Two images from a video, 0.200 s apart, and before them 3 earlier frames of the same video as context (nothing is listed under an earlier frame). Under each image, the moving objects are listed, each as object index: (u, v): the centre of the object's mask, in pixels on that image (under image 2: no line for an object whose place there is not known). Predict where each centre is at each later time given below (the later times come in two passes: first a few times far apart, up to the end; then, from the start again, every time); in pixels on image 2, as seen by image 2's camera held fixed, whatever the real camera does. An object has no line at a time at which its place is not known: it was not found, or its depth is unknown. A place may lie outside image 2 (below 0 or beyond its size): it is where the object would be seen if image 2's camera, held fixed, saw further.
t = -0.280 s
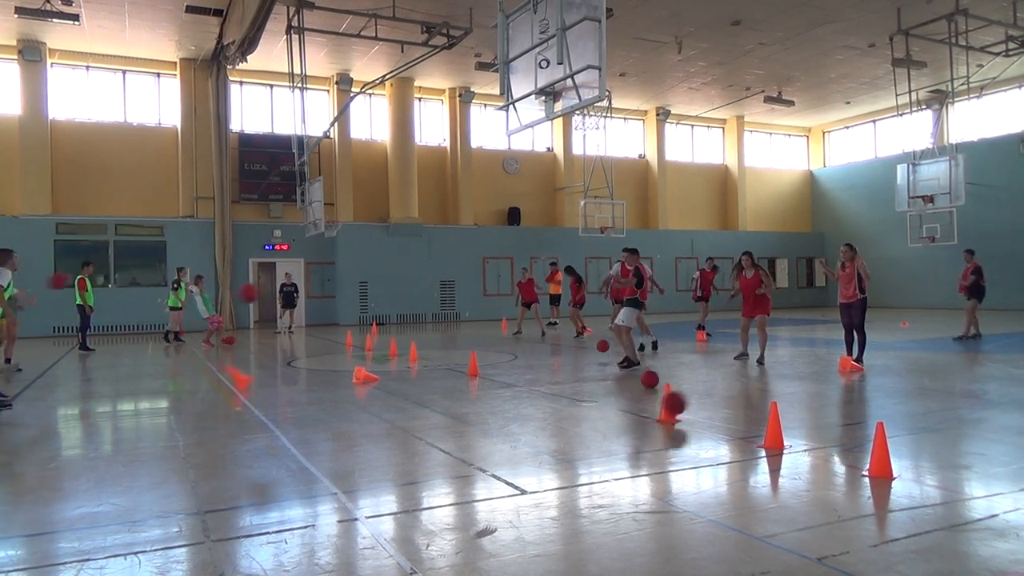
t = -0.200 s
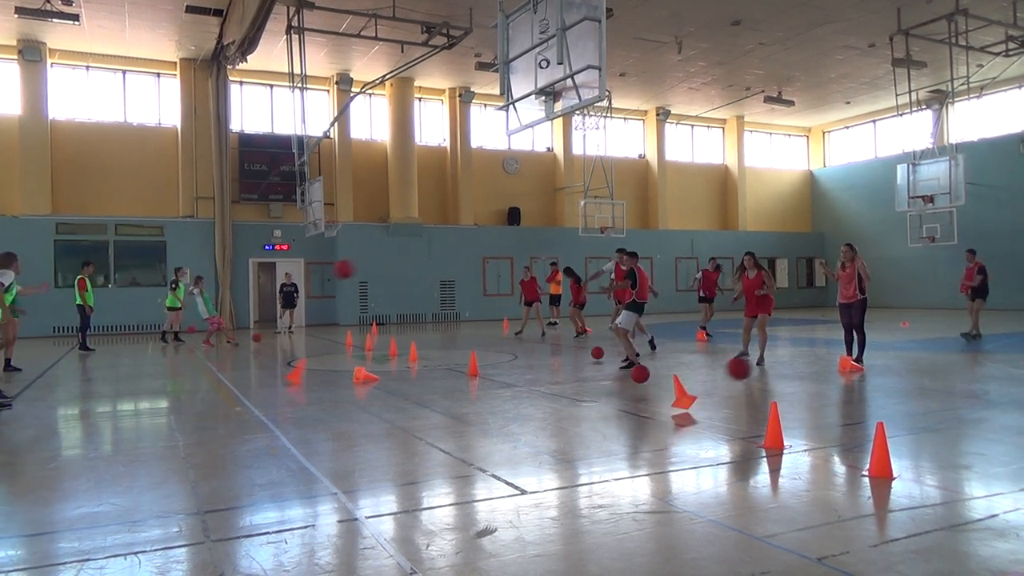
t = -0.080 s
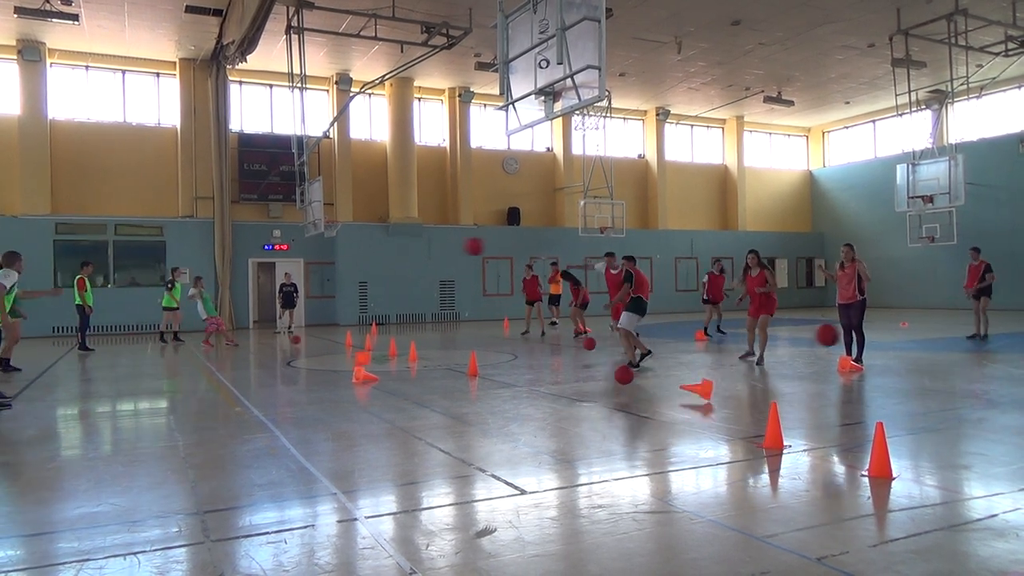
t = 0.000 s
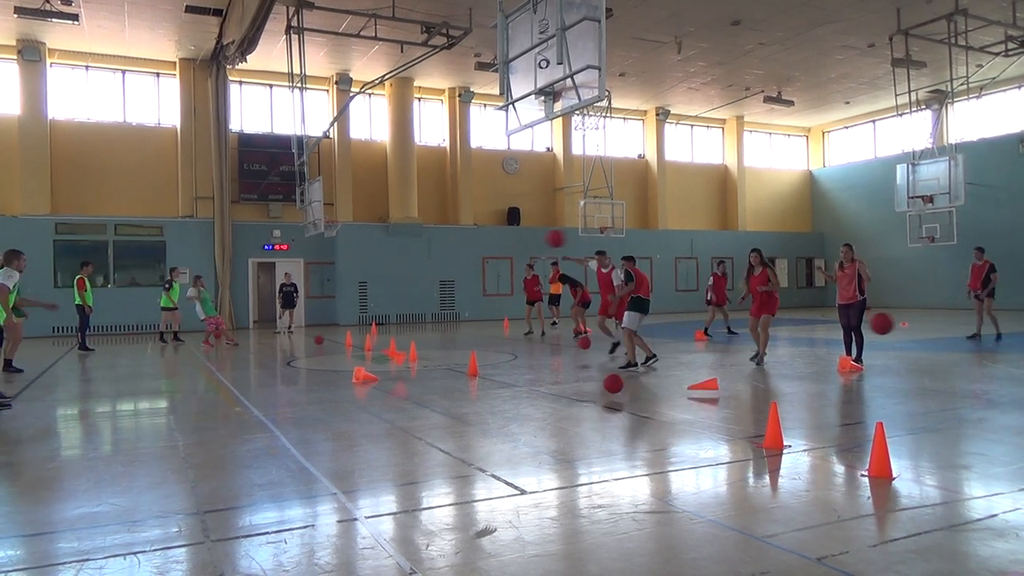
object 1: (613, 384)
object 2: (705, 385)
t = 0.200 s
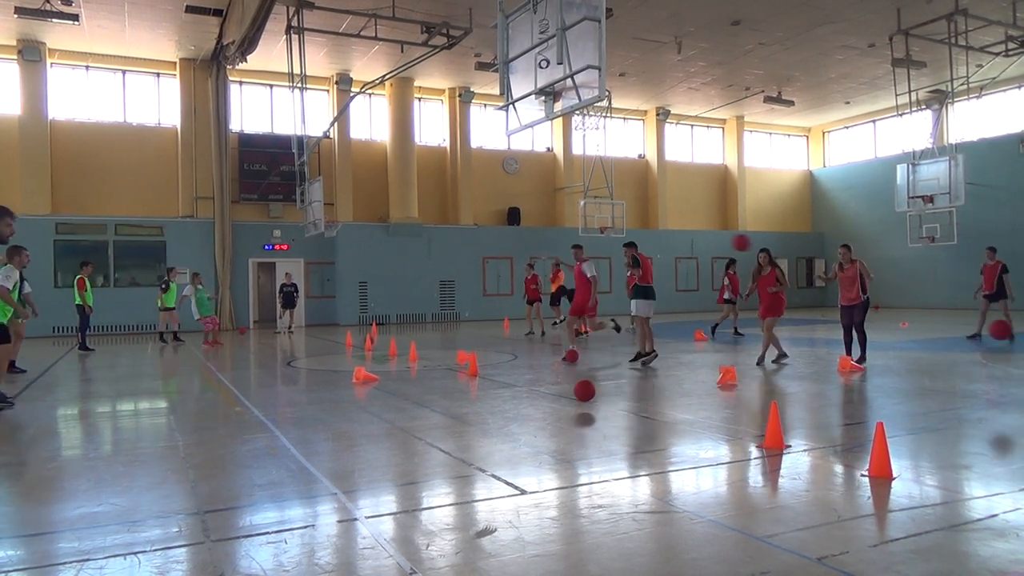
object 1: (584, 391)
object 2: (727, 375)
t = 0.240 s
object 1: (578, 394)
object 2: (728, 373)
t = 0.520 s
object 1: (531, 416)
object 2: (737, 368)
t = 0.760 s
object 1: (483, 428)
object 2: (740, 363)
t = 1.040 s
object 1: (415, 454)
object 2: (746, 361)
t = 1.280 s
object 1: (342, 482)
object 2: (747, 360)
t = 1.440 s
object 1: (282, 504)
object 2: (747, 360)
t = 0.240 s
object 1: (578, 394)
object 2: (728, 373)
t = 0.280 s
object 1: (571, 400)
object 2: (728, 372)
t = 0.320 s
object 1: (565, 403)
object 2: (728, 371)
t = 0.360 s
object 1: (559, 401)
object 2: (729, 370)
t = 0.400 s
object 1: (552, 402)
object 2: (731, 370)
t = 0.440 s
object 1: (545, 405)
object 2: (733, 370)
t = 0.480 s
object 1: (538, 410)
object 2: (735, 369)
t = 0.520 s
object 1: (531, 416)
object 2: (737, 368)
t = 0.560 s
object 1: (523, 415)
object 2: (740, 368)
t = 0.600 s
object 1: (516, 416)
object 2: (741, 367)
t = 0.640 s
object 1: (508, 421)
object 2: (741, 366)
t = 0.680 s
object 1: (500, 426)
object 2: (741, 365)
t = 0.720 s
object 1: (491, 426)
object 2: (740, 364)
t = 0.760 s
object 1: (483, 428)
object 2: (740, 363)
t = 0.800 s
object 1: (474, 432)
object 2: (741, 362)
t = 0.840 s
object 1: (465, 439)
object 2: (741, 362)
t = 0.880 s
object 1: (456, 440)
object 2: (743, 361)
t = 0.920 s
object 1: (446, 442)
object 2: (744, 361)
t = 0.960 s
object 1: (437, 446)
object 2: (745, 361)
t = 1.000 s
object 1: (426, 453)
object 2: (745, 361)
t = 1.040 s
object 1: (415, 454)
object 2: (746, 361)
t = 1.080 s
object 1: (404, 458)
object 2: (746, 361)
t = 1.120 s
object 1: (393, 465)
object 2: (746, 361)
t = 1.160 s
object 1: (381, 467)
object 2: (747, 361)
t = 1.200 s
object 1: (369, 472)
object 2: (747, 360)
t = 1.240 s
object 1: (355, 477)
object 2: (747, 360)
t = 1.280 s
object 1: (342, 482)
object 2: (747, 360)
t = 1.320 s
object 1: (328, 487)
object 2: (747, 360)
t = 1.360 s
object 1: (313, 492)
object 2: (747, 360)
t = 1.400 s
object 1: (298, 499)
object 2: (747, 360)
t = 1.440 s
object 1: (282, 504)
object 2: (747, 360)
